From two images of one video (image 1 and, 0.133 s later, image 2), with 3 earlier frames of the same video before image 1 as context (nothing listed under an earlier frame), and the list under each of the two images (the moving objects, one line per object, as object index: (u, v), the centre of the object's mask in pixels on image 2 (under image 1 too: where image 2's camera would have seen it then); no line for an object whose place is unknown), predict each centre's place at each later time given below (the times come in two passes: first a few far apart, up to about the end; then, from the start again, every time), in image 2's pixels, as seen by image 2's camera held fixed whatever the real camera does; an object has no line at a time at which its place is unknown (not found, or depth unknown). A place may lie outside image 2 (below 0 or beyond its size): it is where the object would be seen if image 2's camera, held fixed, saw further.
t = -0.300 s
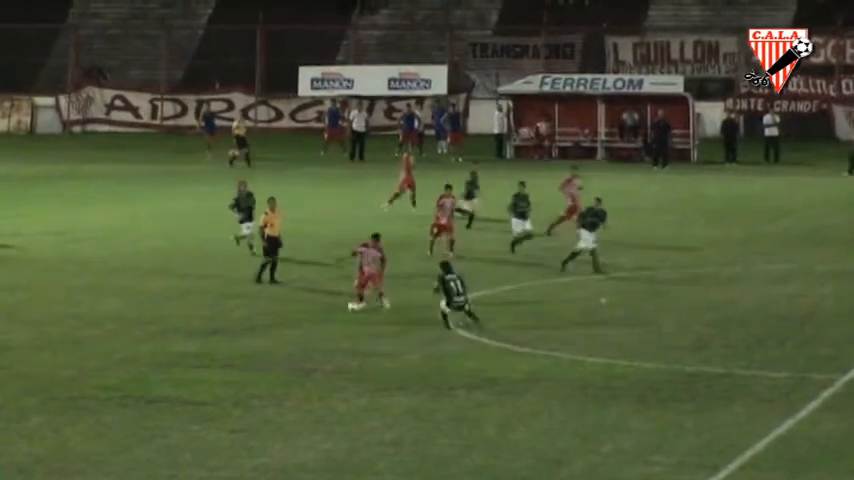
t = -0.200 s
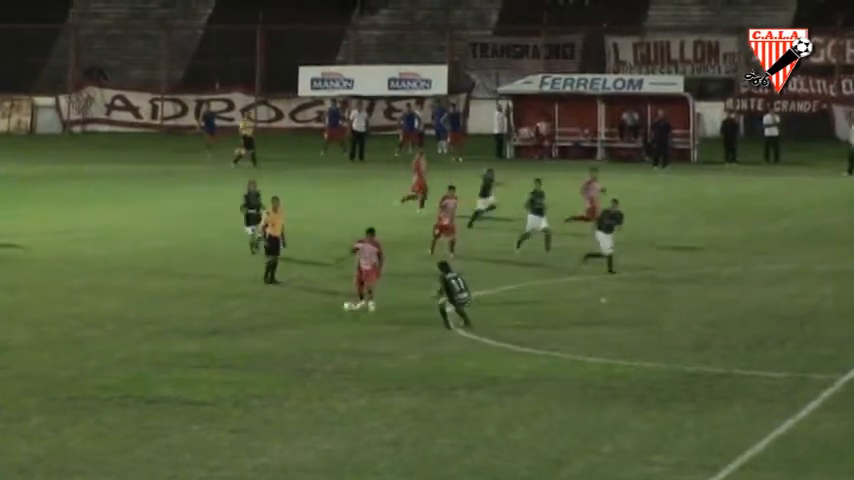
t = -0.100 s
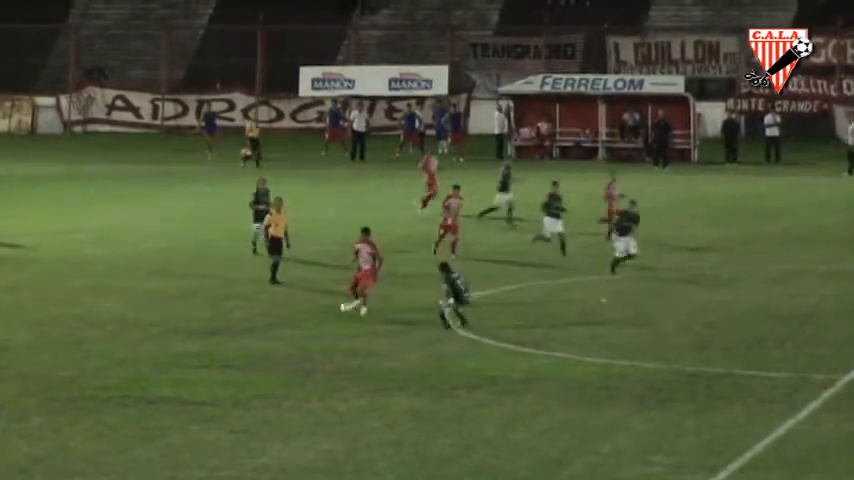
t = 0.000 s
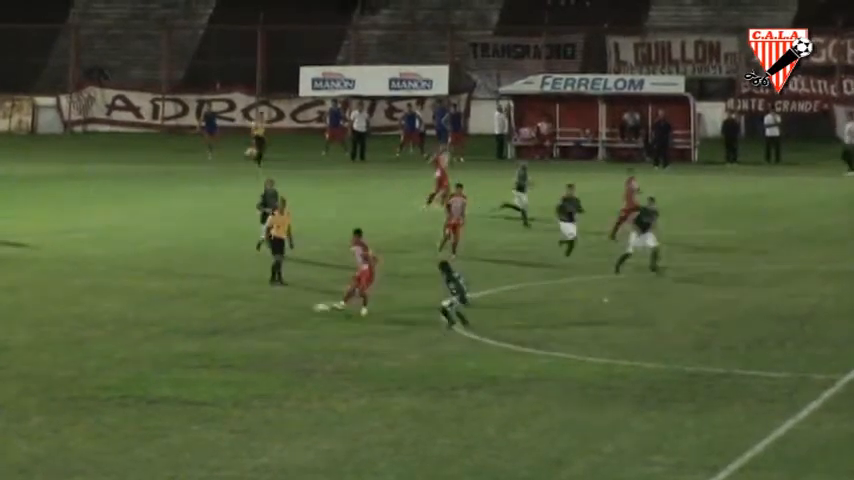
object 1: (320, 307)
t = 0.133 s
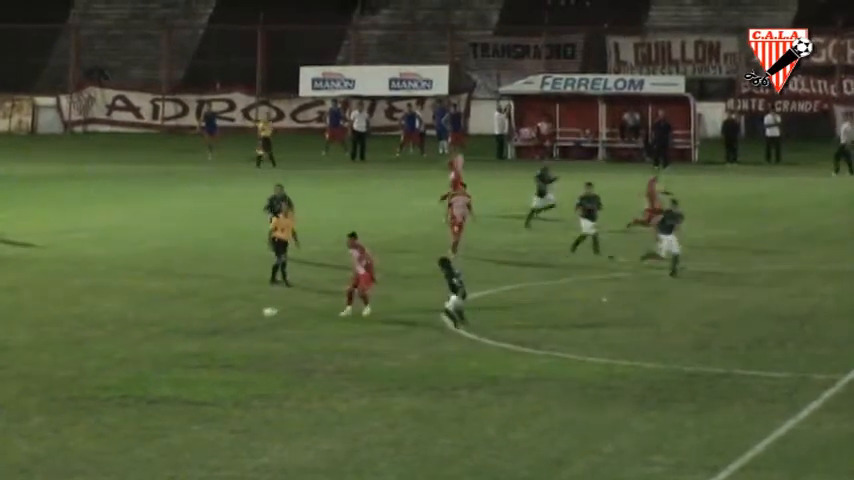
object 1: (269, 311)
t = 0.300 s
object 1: (204, 330)
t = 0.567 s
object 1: (108, 353)
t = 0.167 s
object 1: (256, 314)
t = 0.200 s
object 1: (242, 317)
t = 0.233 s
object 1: (230, 320)
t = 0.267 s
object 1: (217, 326)
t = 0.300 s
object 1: (204, 330)
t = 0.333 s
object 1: (190, 335)
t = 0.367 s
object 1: (176, 342)
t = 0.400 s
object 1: (162, 348)
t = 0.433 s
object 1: (152, 349)
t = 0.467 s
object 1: (142, 349)
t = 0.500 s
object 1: (130, 349)
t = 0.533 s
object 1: (119, 352)
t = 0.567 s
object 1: (108, 353)
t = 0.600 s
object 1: (97, 356)
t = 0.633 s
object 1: (86, 359)
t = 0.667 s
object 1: (75, 364)
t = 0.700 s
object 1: (64, 370)
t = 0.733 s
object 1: (51, 375)
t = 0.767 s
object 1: (41, 379)
